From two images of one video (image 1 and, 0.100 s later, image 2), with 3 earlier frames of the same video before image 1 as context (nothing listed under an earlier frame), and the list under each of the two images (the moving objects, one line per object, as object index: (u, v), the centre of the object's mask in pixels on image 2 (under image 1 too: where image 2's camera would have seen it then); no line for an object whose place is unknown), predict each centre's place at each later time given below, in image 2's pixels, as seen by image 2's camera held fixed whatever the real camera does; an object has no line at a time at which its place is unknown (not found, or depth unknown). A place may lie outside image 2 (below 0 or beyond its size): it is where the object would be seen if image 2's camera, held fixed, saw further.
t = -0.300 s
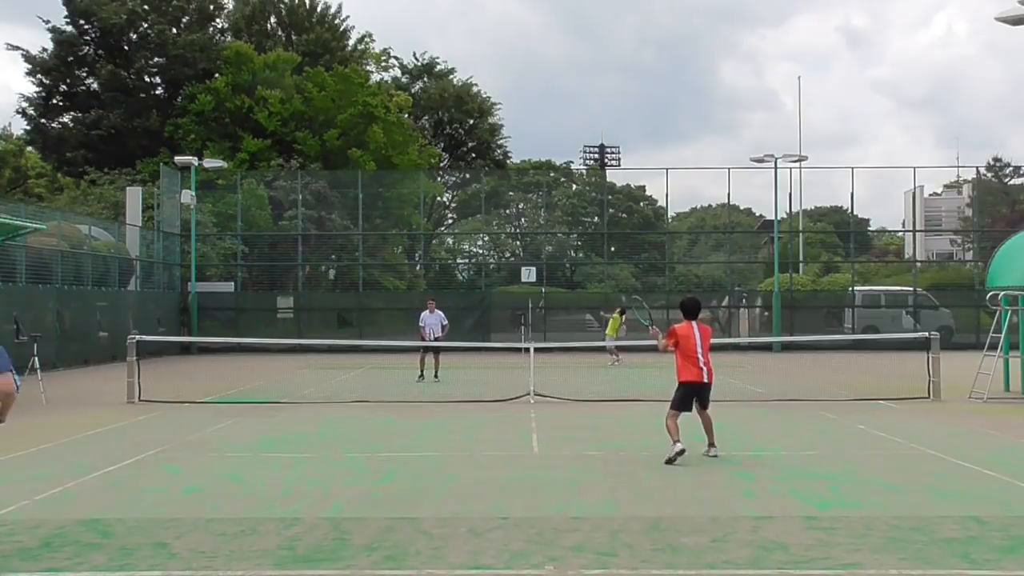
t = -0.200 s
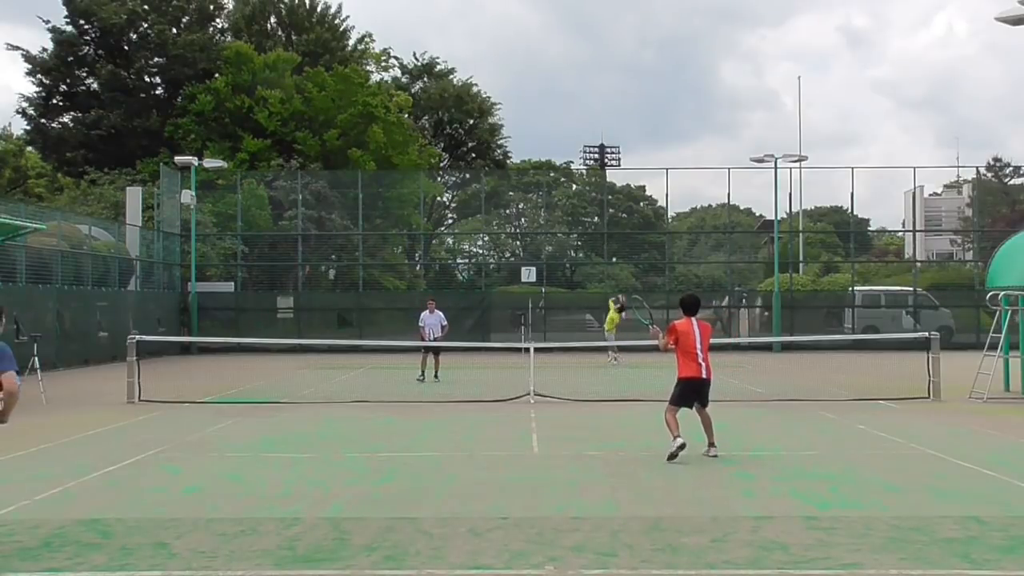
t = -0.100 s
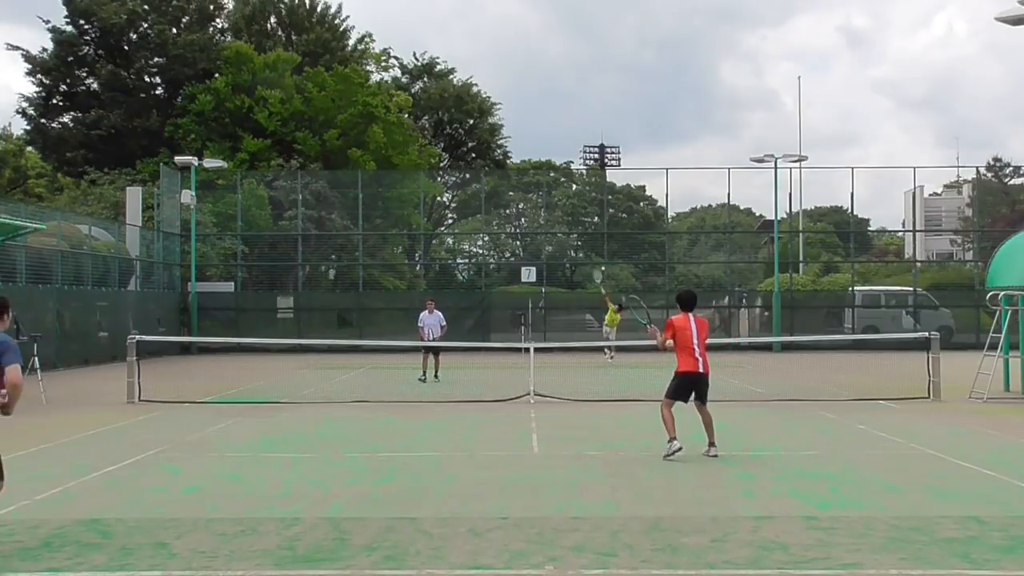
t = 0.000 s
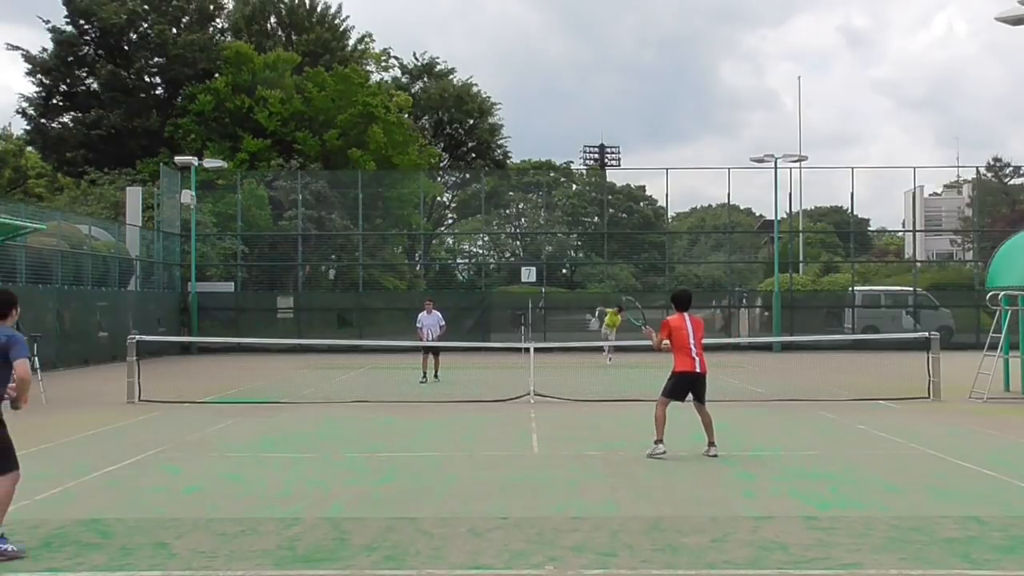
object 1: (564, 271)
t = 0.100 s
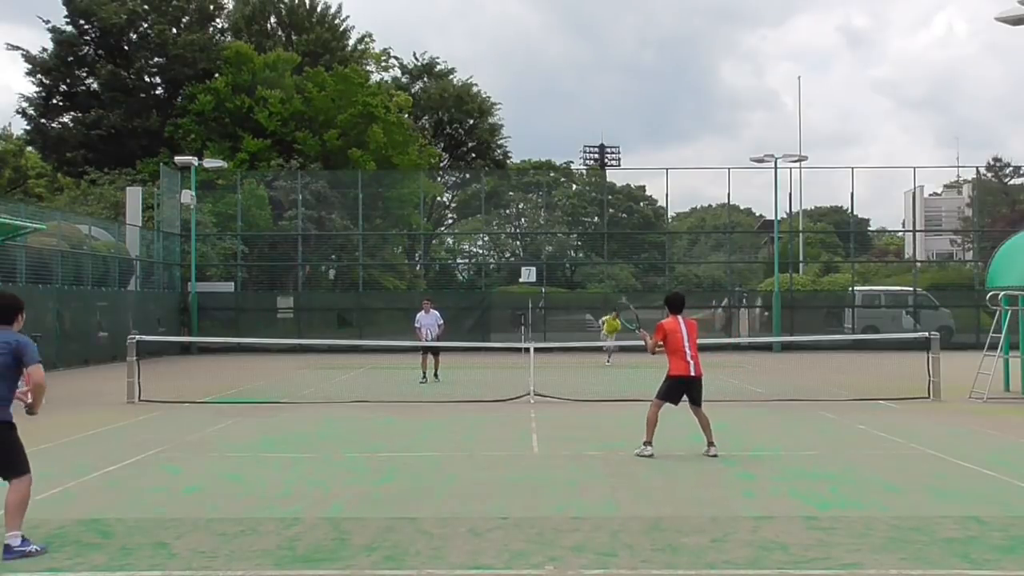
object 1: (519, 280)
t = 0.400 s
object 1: (347, 373)
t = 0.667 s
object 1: (133, 396)
